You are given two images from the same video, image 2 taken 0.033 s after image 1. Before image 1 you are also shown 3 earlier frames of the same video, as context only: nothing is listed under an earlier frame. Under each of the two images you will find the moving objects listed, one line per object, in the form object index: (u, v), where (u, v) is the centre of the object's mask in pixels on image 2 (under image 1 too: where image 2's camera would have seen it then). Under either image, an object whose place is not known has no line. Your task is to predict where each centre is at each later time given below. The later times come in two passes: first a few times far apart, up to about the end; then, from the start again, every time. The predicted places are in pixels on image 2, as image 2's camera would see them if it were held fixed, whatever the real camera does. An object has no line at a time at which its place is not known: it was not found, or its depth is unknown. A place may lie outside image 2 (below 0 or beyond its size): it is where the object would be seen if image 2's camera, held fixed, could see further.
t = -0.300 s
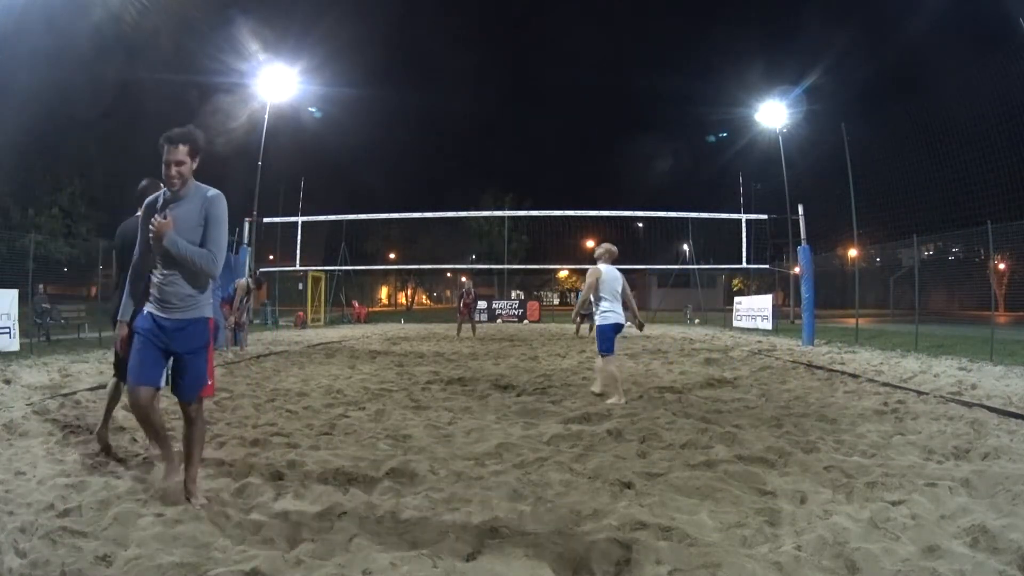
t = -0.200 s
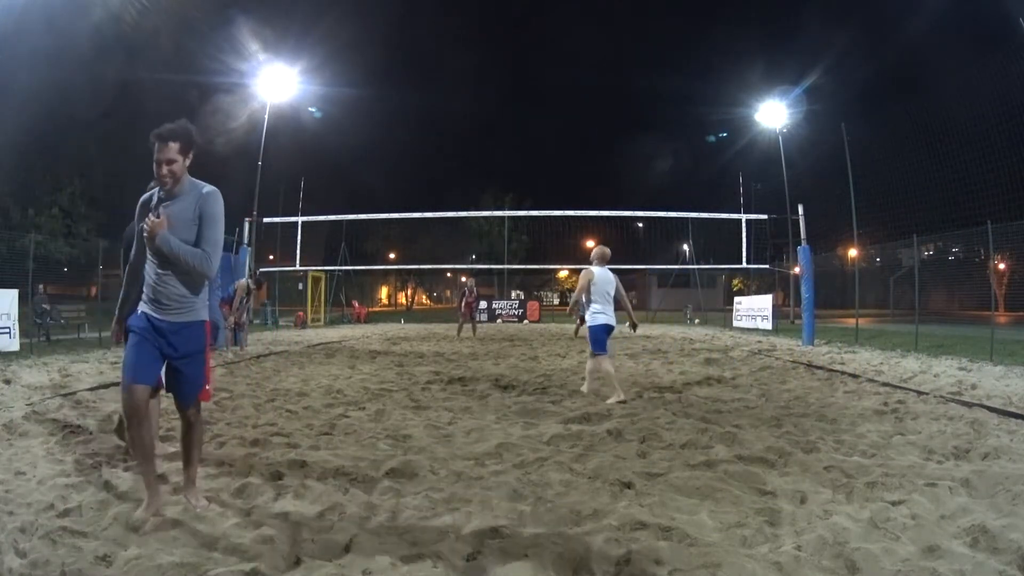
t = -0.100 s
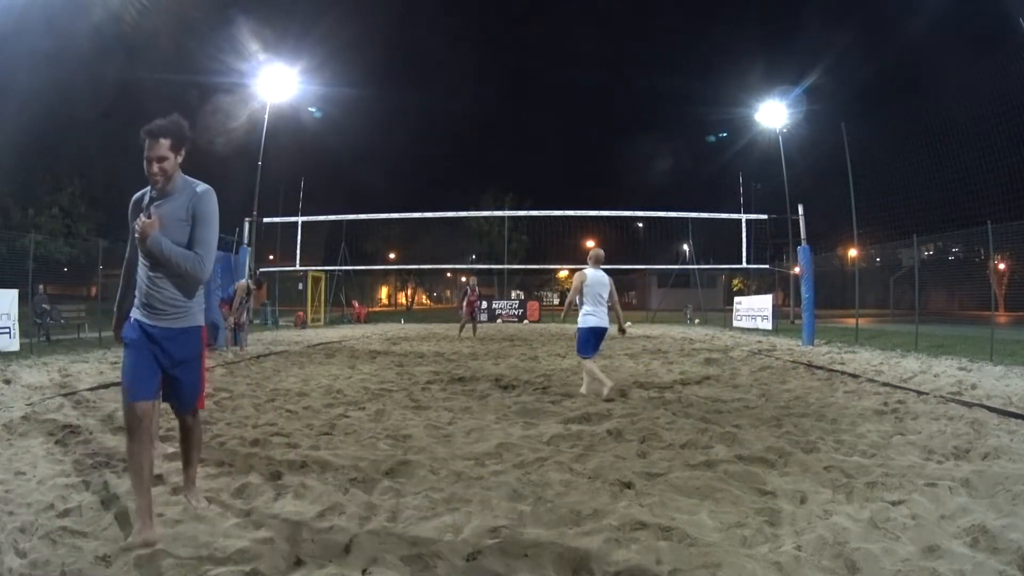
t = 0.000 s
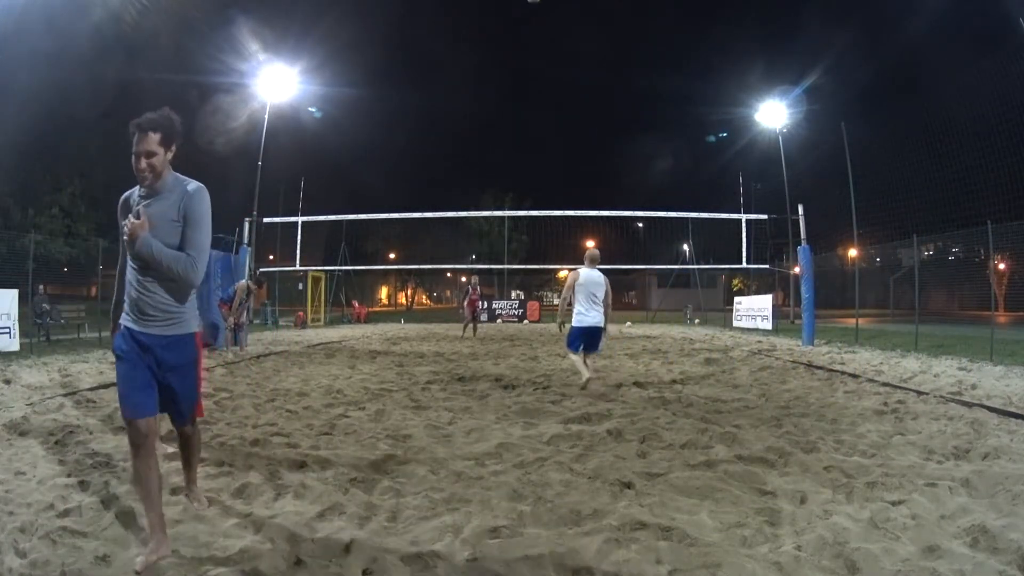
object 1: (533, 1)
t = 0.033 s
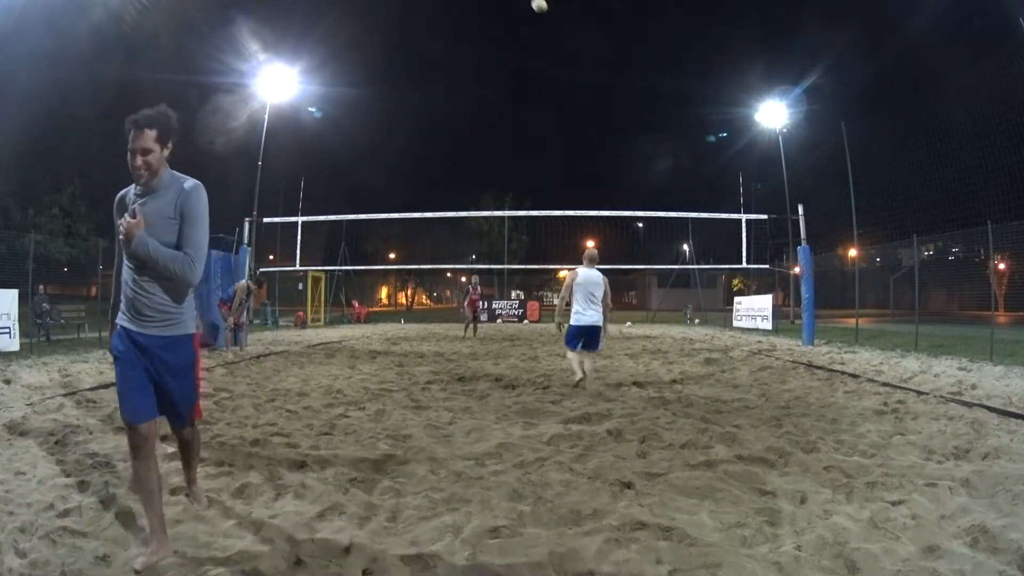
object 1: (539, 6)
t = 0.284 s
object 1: (581, 85)
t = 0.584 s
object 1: (613, 188)
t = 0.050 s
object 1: (543, 10)
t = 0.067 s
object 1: (546, 16)
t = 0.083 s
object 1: (549, 20)
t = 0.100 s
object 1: (552, 26)
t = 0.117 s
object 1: (555, 31)
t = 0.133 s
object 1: (558, 36)
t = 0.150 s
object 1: (561, 42)
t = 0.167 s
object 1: (564, 47)
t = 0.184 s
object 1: (567, 52)
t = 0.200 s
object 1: (569, 58)
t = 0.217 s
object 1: (572, 64)
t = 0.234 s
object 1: (574, 69)
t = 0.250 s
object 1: (576, 74)
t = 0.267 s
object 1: (579, 80)
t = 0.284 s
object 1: (581, 85)
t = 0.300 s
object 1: (583, 91)
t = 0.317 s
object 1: (585, 97)
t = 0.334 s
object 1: (587, 102)
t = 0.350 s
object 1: (589, 107)
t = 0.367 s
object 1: (591, 113)
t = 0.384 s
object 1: (594, 119)
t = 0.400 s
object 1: (595, 125)
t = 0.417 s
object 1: (597, 130)
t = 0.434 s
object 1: (599, 136)
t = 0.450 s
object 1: (600, 142)
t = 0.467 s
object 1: (602, 147)
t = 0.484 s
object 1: (604, 153)
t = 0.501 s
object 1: (606, 159)
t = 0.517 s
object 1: (607, 165)
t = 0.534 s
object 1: (608, 171)
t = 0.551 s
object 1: (610, 177)
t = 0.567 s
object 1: (611, 182)
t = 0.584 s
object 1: (613, 188)
